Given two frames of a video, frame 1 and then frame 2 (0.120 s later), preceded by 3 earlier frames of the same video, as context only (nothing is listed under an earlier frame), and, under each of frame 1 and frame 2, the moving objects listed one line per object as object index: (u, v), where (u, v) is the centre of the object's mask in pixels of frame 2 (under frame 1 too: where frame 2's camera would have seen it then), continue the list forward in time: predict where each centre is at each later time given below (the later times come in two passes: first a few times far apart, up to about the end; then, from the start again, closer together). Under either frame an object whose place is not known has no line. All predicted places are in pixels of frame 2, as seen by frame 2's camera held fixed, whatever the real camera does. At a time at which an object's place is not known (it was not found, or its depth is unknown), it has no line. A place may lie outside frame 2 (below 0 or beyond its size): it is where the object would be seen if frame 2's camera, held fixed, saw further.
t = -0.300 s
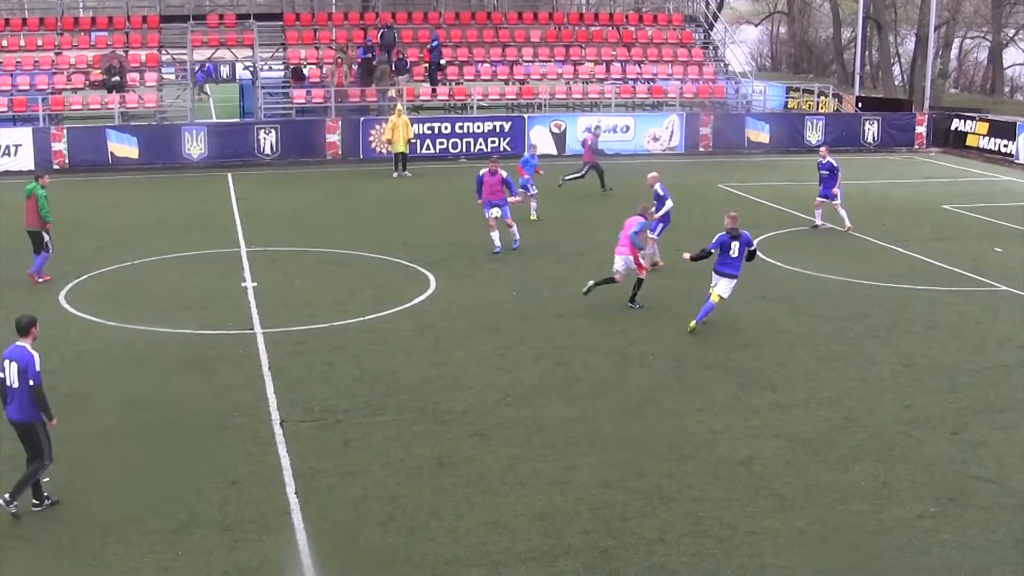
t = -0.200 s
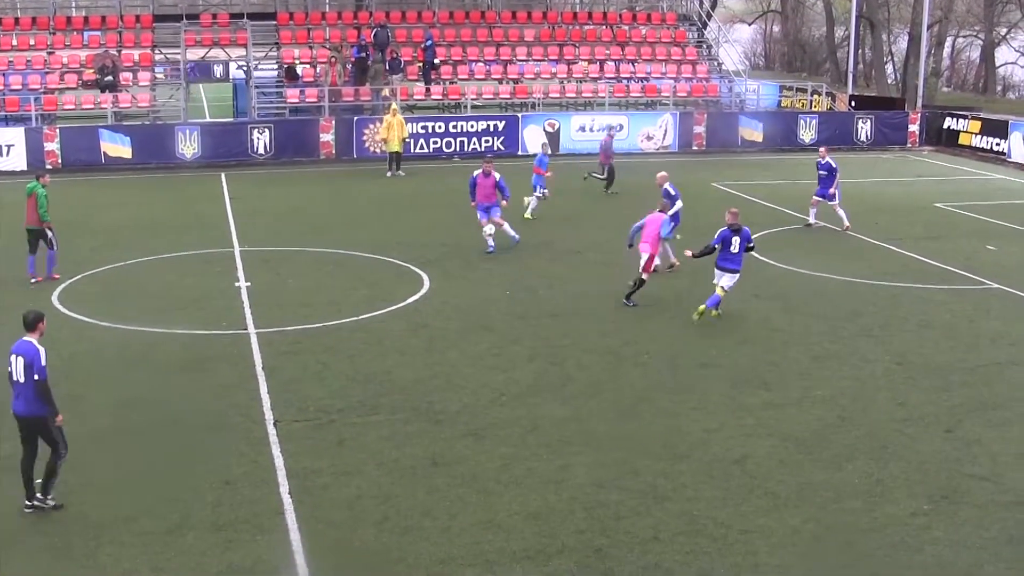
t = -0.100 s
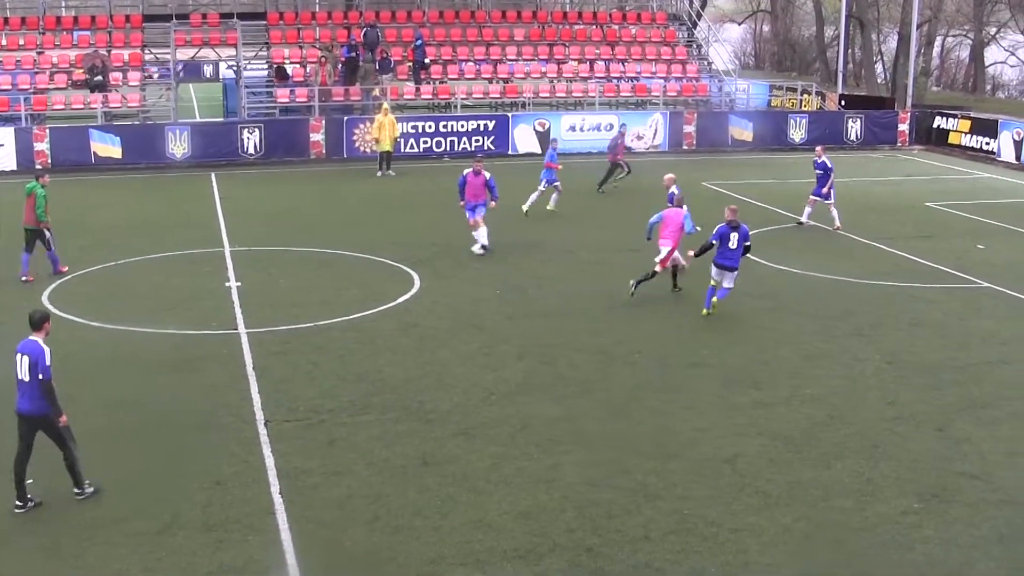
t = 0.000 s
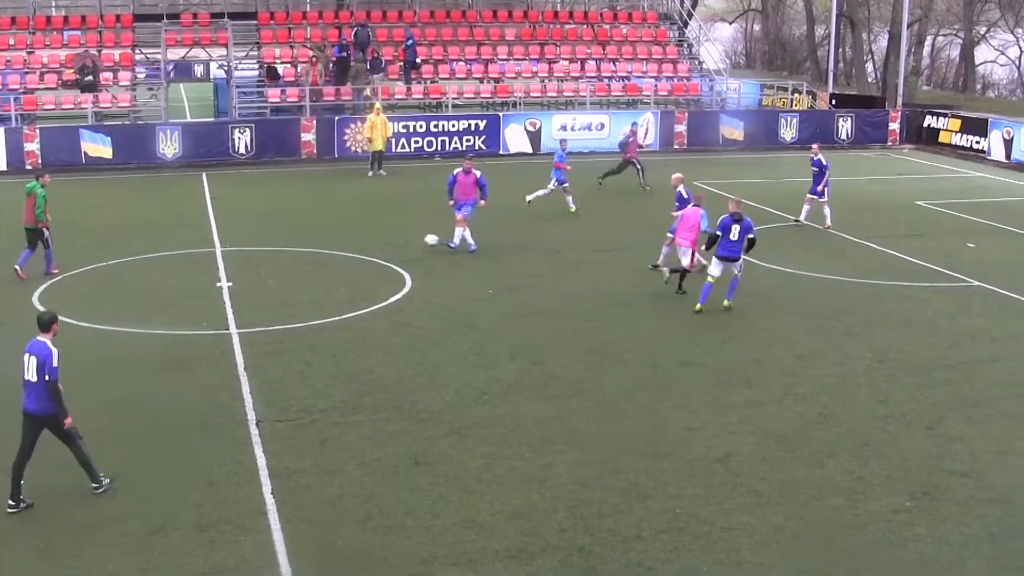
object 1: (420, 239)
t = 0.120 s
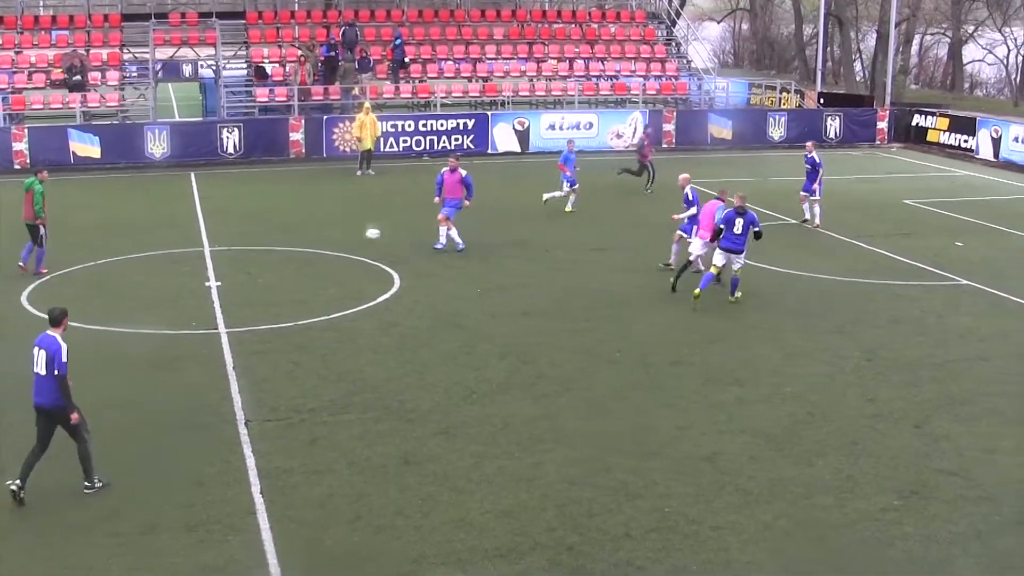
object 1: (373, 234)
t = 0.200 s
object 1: (342, 234)
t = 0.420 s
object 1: (267, 238)
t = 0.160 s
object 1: (357, 233)
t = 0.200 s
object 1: (342, 234)
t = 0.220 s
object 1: (335, 235)
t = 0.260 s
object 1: (320, 237)
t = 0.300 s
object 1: (305, 240)
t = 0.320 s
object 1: (297, 242)
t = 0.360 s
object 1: (284, 243)
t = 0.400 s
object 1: (273, 239)
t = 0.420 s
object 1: (267, 238)
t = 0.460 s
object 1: (256, 236)
